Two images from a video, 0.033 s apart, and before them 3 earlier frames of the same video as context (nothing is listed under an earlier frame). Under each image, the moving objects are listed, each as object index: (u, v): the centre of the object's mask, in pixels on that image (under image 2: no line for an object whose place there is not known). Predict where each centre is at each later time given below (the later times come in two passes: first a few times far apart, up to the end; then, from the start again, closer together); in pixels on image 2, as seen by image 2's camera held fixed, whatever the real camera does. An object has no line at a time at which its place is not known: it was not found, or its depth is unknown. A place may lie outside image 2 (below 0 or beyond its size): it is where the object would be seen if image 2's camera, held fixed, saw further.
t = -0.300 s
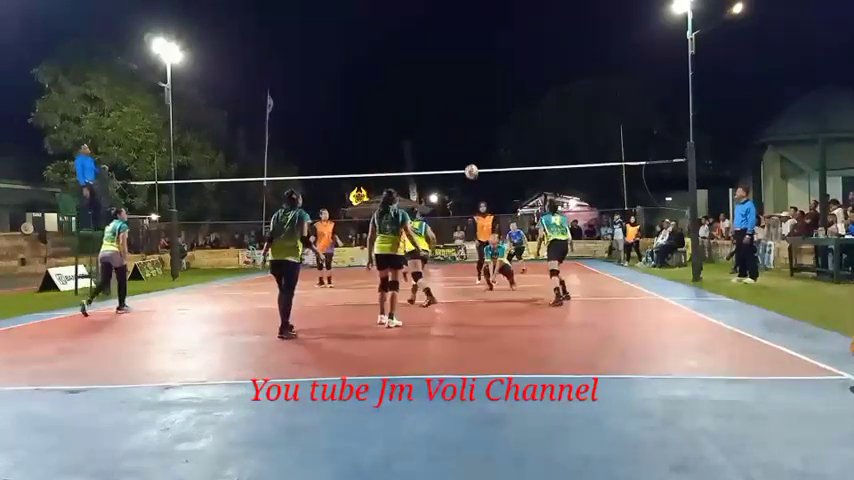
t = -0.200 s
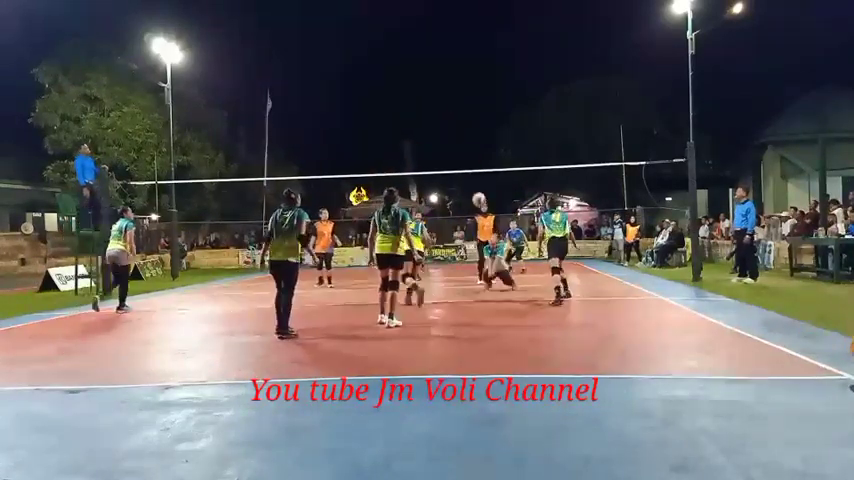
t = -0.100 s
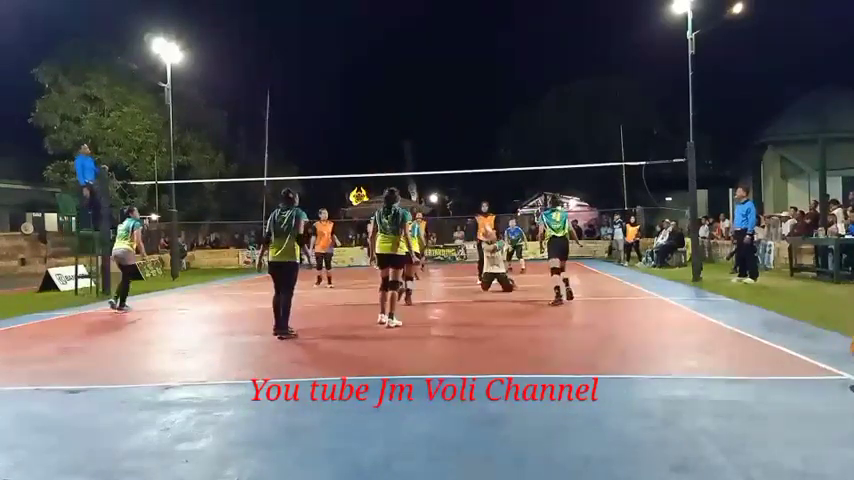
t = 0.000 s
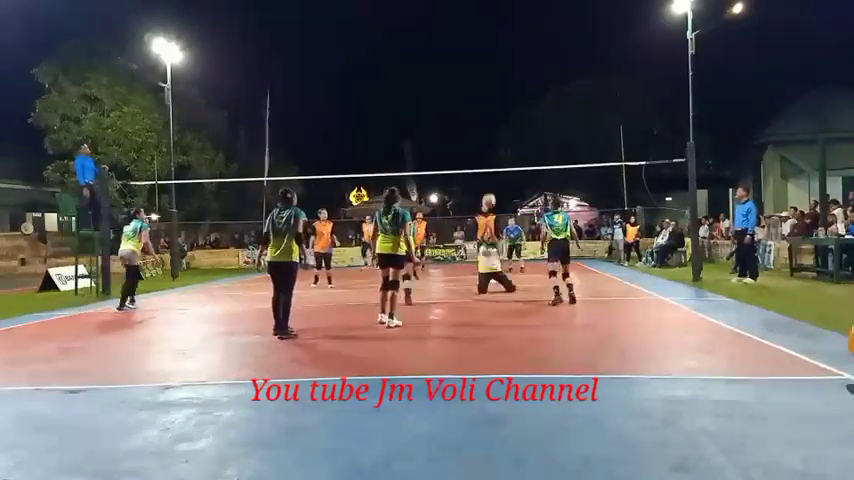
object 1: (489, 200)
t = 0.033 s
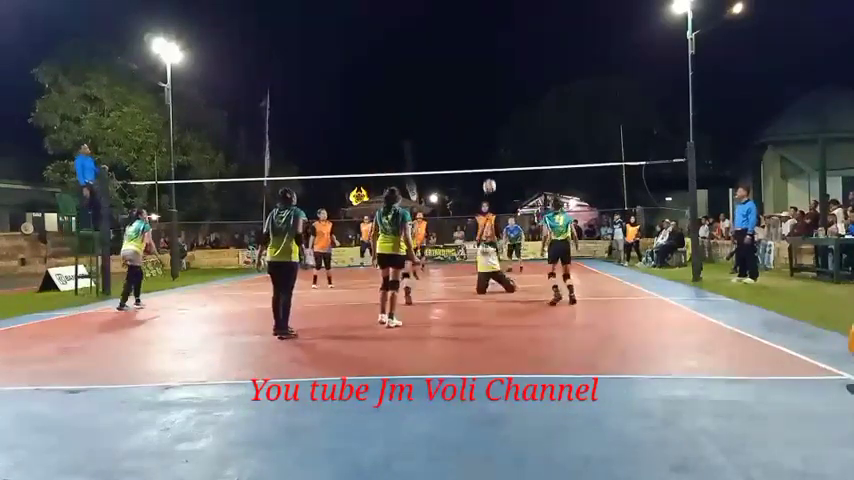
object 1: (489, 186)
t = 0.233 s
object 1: (493, 116)
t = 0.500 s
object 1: (499, 60)
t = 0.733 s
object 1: (505, 47)
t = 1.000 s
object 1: (511, 65)
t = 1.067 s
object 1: (513, 76)
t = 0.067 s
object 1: (490, 173)
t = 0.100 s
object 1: (490, 160)
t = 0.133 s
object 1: (491, 148)
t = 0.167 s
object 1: (492, 137)
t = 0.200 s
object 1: (493, 126)
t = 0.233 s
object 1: (493, 116)
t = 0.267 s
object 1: (494, 107)
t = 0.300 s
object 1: (495, 98)
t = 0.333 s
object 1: (496, 90)
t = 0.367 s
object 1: (496, 83)
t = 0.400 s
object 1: (497, 76)
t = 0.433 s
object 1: (498, 70)
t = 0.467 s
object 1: (499, 65)
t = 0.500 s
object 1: (499, 60)
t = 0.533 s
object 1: (500, 56)
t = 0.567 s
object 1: (501, 53)
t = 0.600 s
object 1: (502, 51)
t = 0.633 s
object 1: (503, 49)
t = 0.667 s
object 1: (503, 47)
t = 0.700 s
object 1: (504, 47)
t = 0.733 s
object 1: (505, 47)
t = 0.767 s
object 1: (506, 47)
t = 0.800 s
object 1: (507, 48)
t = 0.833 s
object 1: (508, 51)
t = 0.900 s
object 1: (508, 53)
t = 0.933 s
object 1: (510, 57)
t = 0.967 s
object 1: (510, 61)
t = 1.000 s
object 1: (511, 65)
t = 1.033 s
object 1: (512, 70)
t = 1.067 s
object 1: (513, 76)
